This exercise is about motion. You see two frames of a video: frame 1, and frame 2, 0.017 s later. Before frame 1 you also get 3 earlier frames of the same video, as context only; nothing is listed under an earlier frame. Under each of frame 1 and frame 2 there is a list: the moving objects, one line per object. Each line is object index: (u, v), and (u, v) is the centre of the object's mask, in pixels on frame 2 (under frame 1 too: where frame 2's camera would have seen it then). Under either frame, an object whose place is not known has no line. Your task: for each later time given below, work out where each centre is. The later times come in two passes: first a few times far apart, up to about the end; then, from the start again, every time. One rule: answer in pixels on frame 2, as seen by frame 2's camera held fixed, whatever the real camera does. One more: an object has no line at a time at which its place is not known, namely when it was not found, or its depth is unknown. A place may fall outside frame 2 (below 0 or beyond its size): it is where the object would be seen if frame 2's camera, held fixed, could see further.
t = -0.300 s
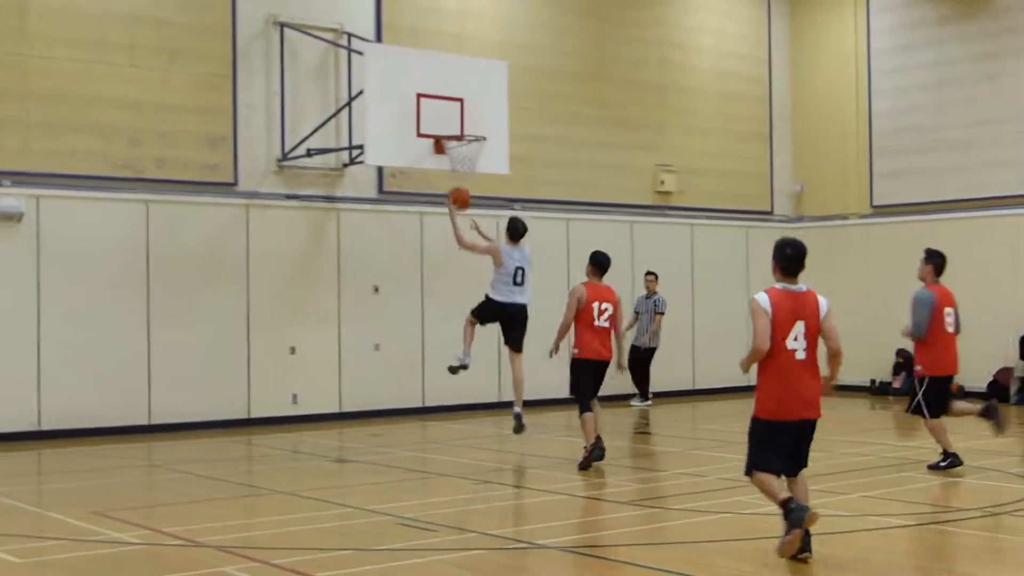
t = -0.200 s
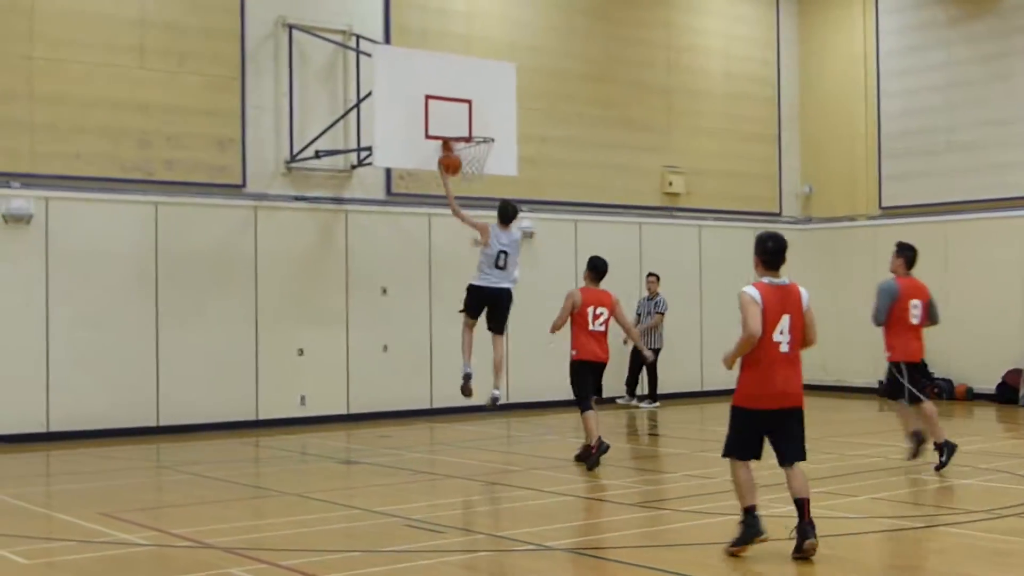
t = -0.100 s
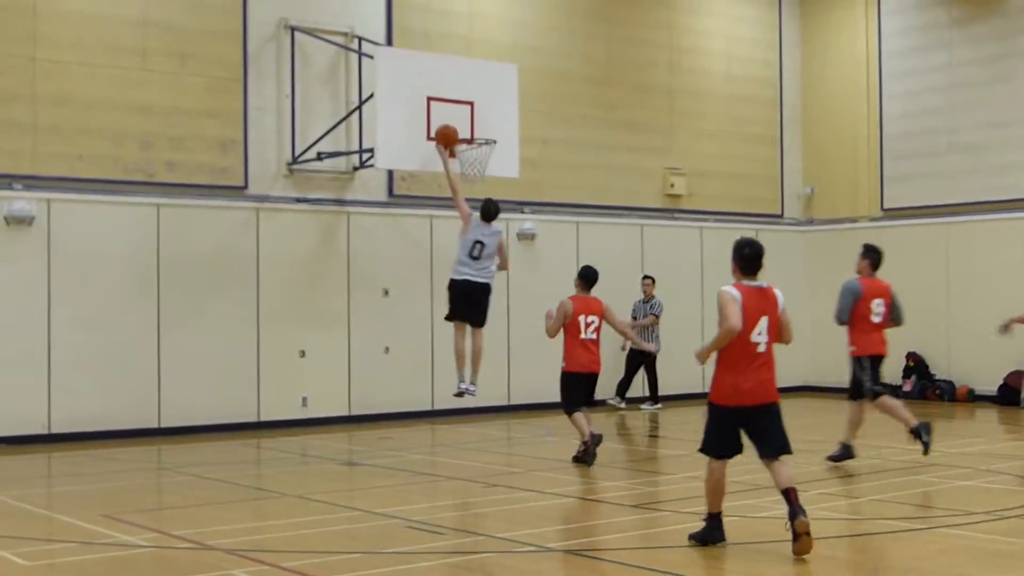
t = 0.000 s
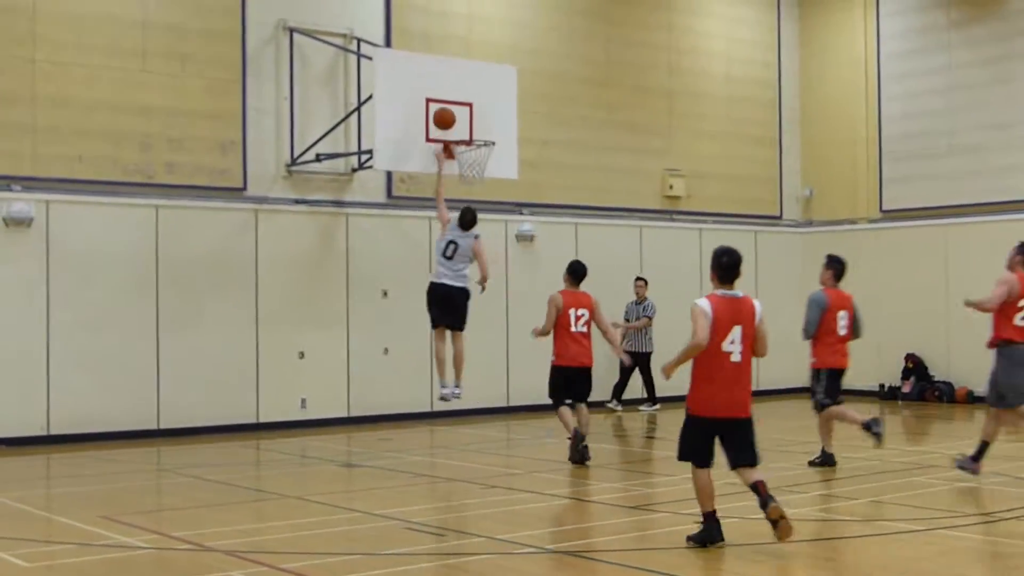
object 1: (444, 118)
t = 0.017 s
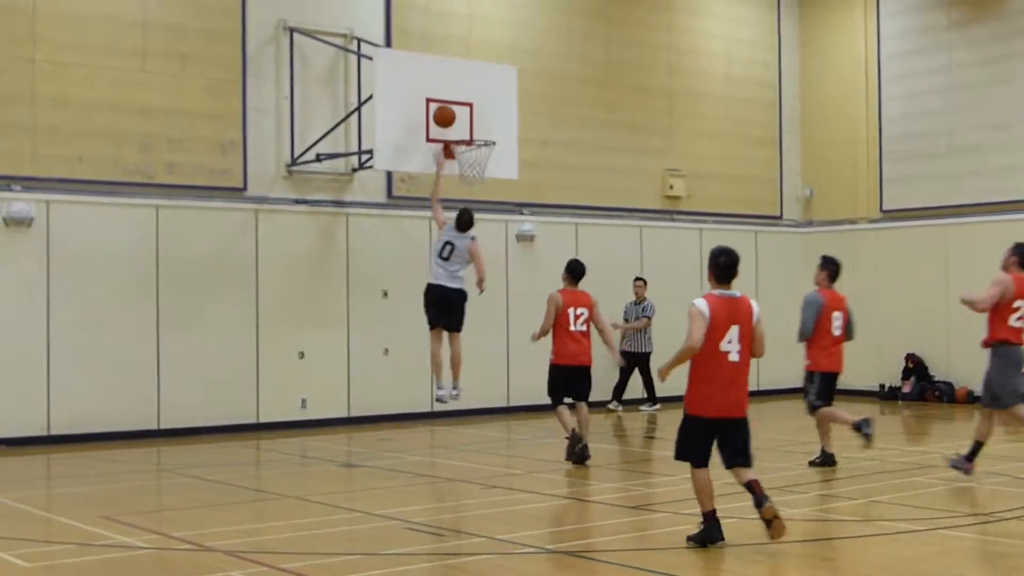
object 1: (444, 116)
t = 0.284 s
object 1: (458, 115)
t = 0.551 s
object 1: (467, 155)
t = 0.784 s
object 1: (461, 165)
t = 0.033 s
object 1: (444, 114)
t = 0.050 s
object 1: (444, 113)
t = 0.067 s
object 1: (444, 112)
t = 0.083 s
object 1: (443, 111)
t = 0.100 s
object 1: (443, 110)
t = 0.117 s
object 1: (443, 110)
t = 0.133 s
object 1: (443, 110)
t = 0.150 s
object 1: (442, 110)
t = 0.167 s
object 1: (442, 110)
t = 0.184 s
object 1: (443, 111)
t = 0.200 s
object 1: (446, 111)
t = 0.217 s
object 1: (448, 111)
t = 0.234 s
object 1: (451, 112)
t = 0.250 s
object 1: (453, 112)
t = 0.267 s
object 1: (455, 113)
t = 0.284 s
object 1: (458, 115)
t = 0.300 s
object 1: (461, 117)
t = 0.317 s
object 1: (463, 119)
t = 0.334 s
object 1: (466, 121)
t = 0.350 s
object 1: (468, 124)
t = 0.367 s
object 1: (471, 127)
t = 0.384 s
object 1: (473, 130)
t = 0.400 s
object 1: (476, 133)
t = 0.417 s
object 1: (478, 136)
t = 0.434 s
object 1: (479, 138)
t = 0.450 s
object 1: (477, 141)
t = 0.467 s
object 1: (476, 143)
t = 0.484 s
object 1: (474, 145)
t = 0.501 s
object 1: (472, 148)
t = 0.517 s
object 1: (471, 150)
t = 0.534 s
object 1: (470, 151)
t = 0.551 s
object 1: (467, 155)
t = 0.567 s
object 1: (465, 158)
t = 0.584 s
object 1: (464, 160)
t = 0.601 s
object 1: (463, 161)
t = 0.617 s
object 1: (462, 162)
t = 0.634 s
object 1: (462, 163)
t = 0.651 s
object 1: (461, 163)
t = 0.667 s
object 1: (461, 162)
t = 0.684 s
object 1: (461, 163)
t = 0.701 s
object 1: (460, 163)
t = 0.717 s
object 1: (461, 163)
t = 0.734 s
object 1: (461, 163)
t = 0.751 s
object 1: (461, 163)
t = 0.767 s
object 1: (461, 164)
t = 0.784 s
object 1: (461, 165)
